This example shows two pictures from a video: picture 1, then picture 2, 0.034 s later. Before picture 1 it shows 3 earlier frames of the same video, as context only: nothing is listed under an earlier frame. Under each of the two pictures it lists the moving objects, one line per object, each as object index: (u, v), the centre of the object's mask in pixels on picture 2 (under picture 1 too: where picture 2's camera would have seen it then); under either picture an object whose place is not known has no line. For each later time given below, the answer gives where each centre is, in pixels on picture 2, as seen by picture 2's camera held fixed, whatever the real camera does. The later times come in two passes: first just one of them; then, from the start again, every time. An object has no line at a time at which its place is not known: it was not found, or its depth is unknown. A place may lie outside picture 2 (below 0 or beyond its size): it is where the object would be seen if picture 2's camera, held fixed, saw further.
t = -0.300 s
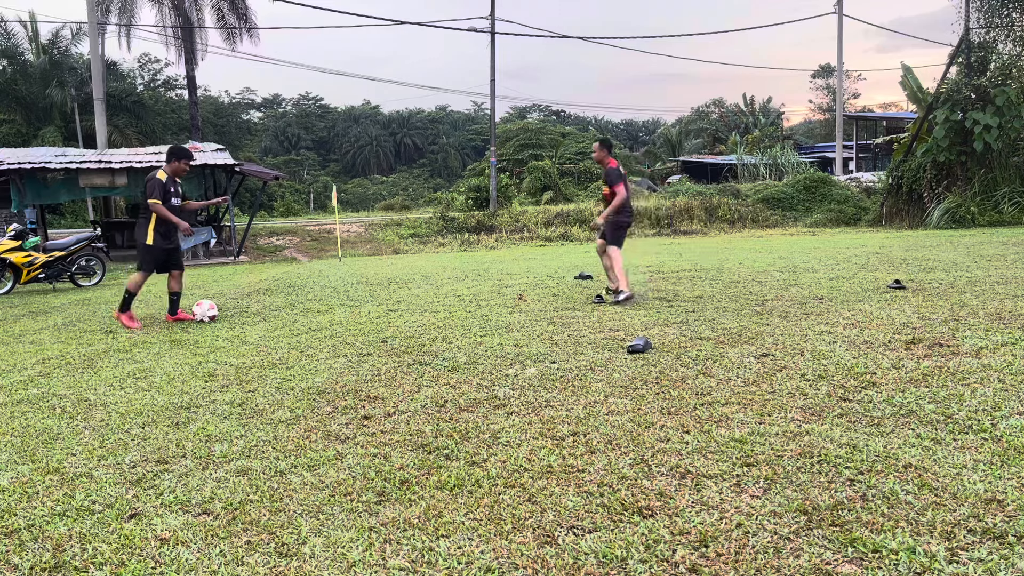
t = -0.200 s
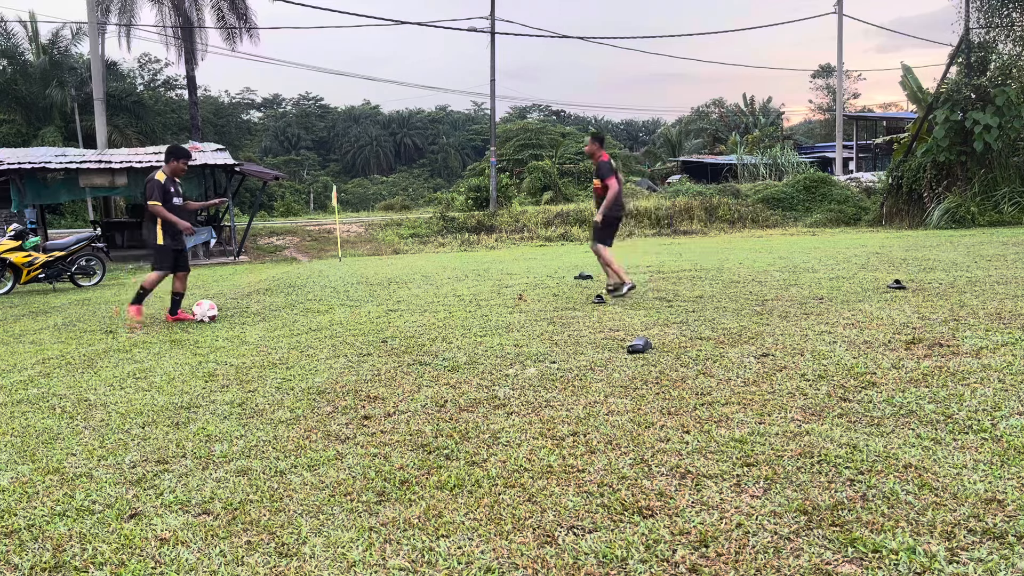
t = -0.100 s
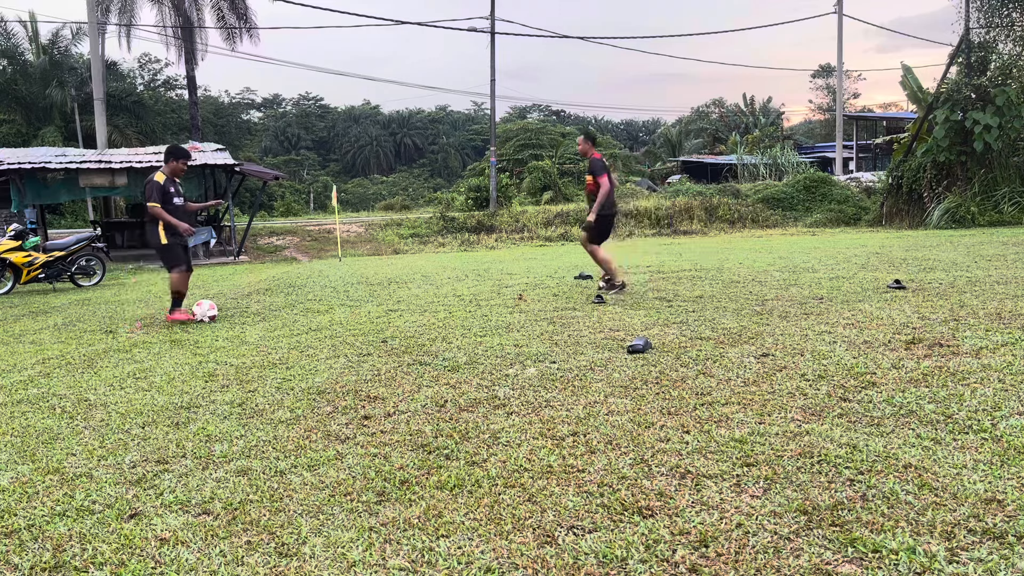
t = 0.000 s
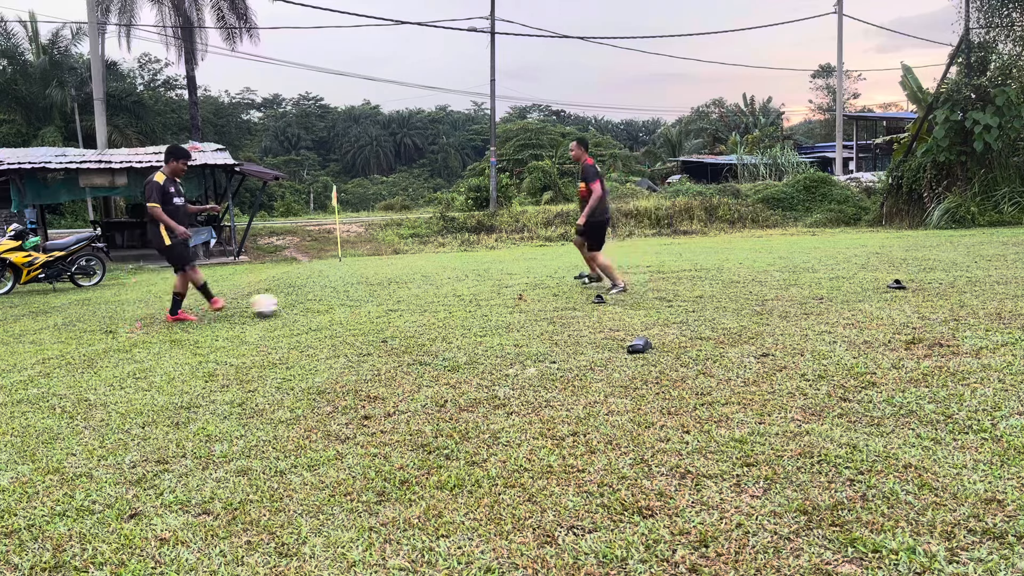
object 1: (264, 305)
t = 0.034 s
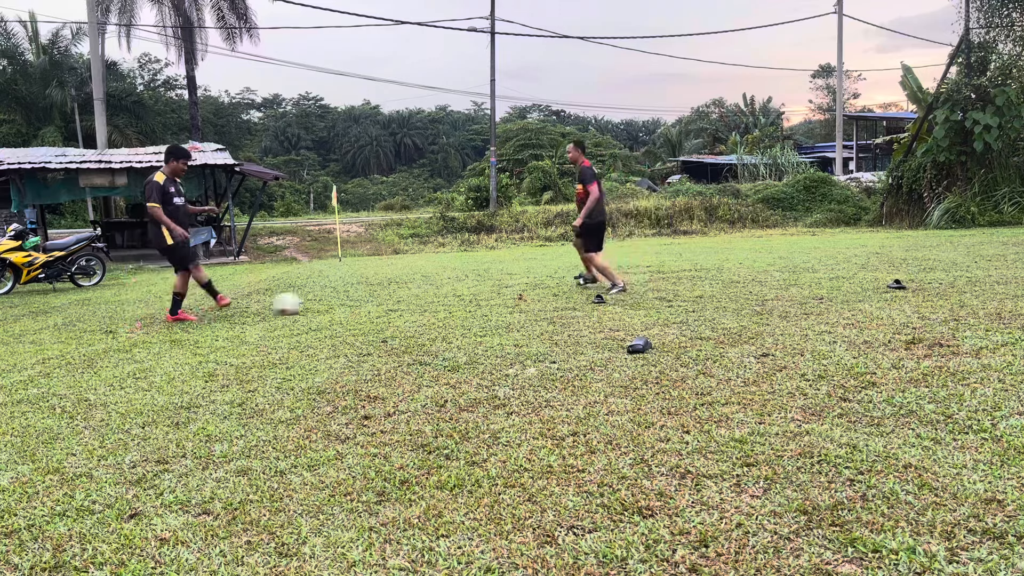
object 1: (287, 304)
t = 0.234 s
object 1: (397, 293)
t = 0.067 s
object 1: (308, 300)
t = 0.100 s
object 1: (328, 299)
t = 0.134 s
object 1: (345, 296)
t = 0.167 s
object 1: (364, 295)
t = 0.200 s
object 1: (380, 295)
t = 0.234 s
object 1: (397, 293)
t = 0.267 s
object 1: (411, 292)
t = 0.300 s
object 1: (425, 291)
